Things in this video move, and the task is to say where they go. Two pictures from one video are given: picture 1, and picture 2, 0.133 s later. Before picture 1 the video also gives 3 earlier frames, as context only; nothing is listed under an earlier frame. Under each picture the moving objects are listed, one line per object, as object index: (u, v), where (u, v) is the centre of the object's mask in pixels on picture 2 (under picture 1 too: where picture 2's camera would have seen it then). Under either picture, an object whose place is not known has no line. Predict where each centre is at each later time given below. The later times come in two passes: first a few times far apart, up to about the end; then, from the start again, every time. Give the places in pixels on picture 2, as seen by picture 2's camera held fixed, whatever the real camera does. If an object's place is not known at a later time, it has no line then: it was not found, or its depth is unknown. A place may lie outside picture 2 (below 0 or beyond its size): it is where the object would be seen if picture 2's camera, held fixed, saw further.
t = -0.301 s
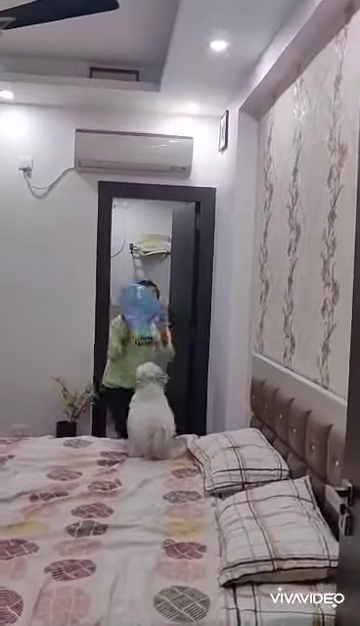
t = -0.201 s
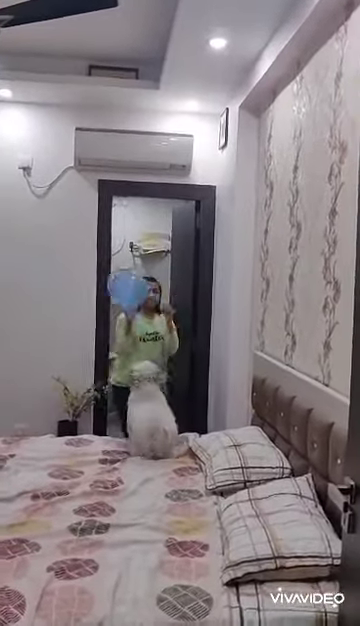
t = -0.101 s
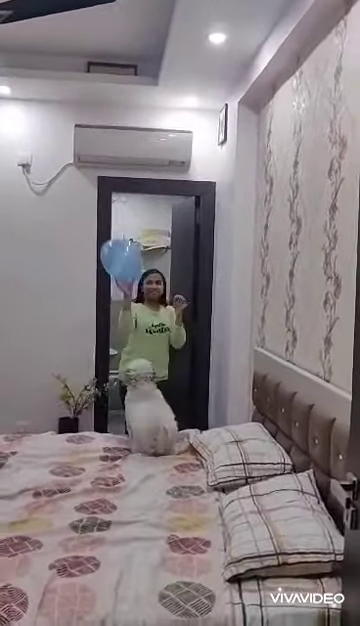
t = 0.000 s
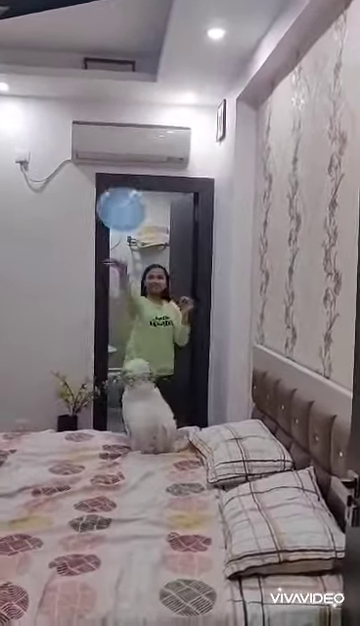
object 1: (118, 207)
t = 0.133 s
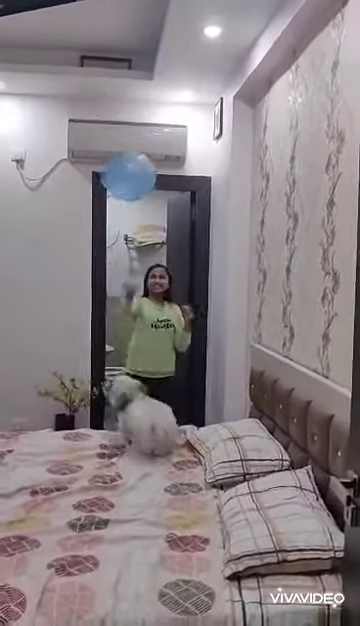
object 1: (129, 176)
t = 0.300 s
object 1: (138, 168)
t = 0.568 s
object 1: (149, 169)
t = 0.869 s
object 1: (157, 197)
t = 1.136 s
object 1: (164, 248)
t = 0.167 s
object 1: (131, 175)
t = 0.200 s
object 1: (133, 172)
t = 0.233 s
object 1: (135, 171)
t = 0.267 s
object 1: (137, 169)
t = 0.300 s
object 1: (138, 168)
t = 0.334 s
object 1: (139, 168)
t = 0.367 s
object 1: (140, 167)
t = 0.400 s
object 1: (141, 167)
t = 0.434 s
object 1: (143, 167)
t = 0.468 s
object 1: (144, 167)
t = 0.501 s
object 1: (146, 167)
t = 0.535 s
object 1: (147, 167)
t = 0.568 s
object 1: (149, 169)
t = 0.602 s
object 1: (150, 170)
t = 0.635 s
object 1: (151, 172)
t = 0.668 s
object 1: (151, 175)
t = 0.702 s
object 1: (152, 177)
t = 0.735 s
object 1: (154, 181)
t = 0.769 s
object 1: (155, 184)
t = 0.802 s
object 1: (155, 189)
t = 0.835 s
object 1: (156, 192)
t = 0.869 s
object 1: (157, 197)
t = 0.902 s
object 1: (158, 202)
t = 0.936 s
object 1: (158, 208)
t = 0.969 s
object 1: (159, 213)
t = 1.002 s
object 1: (160, 220)
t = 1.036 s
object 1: (161, 226)
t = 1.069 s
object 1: (161, 234)
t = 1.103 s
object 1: (163, 241)
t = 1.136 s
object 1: (164, 248)
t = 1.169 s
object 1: (162, 256)
